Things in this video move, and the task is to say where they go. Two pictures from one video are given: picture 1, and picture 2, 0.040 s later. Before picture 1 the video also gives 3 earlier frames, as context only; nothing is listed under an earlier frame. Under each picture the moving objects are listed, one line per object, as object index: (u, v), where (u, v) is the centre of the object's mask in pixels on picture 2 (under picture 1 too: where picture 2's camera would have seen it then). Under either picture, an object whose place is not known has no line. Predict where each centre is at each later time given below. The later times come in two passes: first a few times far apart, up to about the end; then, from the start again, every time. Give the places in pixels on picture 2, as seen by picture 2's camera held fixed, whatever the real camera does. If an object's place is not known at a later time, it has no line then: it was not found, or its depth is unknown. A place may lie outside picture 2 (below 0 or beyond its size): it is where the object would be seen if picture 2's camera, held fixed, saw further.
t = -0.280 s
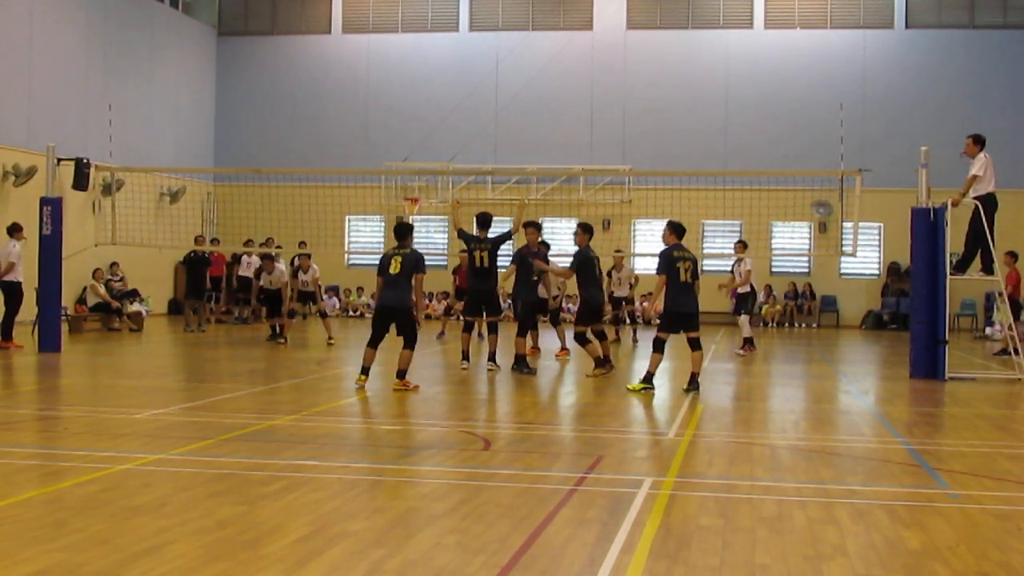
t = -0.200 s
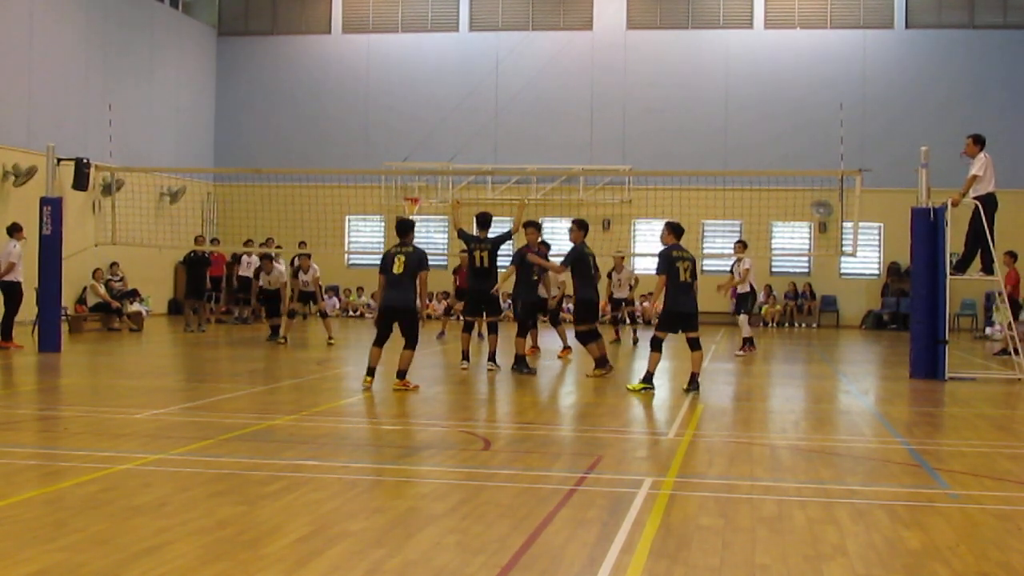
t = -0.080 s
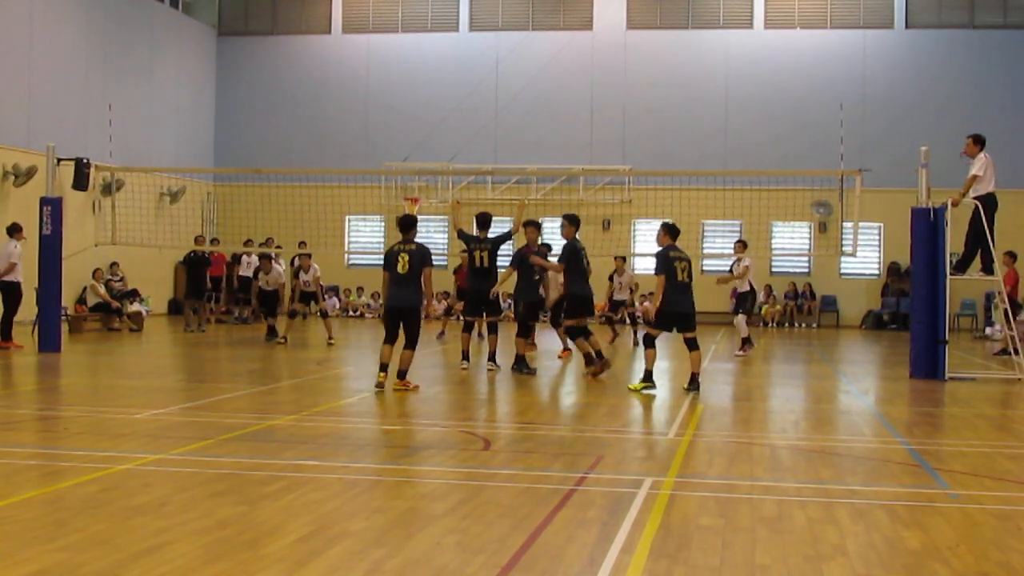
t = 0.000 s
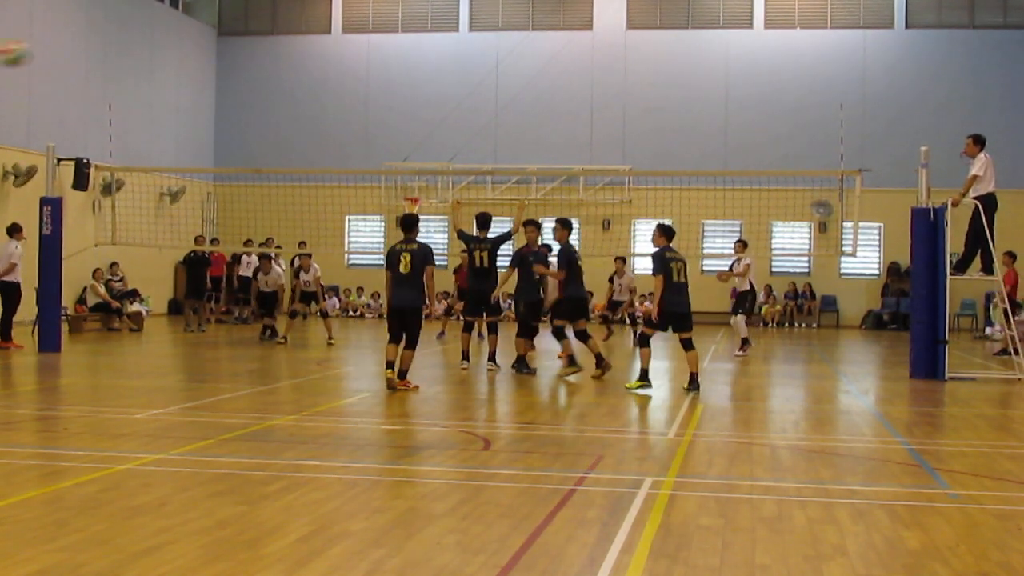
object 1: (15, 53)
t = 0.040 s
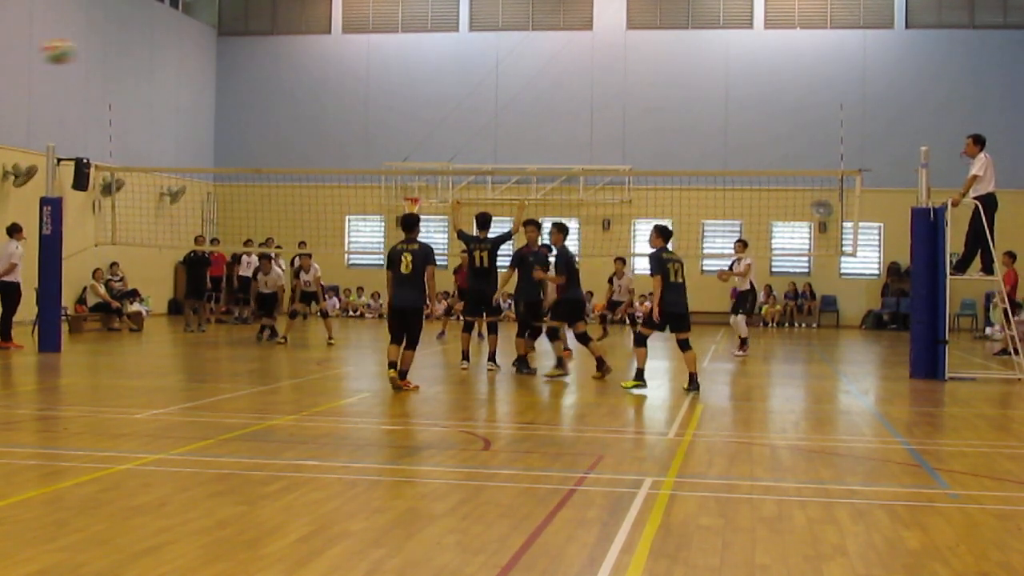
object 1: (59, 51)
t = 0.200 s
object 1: (198, 57)
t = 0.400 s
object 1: (313, 94)
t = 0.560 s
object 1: (379, 139)
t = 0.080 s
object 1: (99, 51)
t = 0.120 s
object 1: (136, 51)
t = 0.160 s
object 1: (168, 53)
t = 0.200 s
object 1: (198, 57)
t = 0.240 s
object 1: (226, 61)
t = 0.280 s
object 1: (250, 67)
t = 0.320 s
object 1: (272, 75)
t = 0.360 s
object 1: (293, 84)
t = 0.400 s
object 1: (313, 94)
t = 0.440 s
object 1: (331, 105)
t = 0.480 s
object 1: (348, 116)
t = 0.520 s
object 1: (364, 127)
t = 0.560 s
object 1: (379, 139)
